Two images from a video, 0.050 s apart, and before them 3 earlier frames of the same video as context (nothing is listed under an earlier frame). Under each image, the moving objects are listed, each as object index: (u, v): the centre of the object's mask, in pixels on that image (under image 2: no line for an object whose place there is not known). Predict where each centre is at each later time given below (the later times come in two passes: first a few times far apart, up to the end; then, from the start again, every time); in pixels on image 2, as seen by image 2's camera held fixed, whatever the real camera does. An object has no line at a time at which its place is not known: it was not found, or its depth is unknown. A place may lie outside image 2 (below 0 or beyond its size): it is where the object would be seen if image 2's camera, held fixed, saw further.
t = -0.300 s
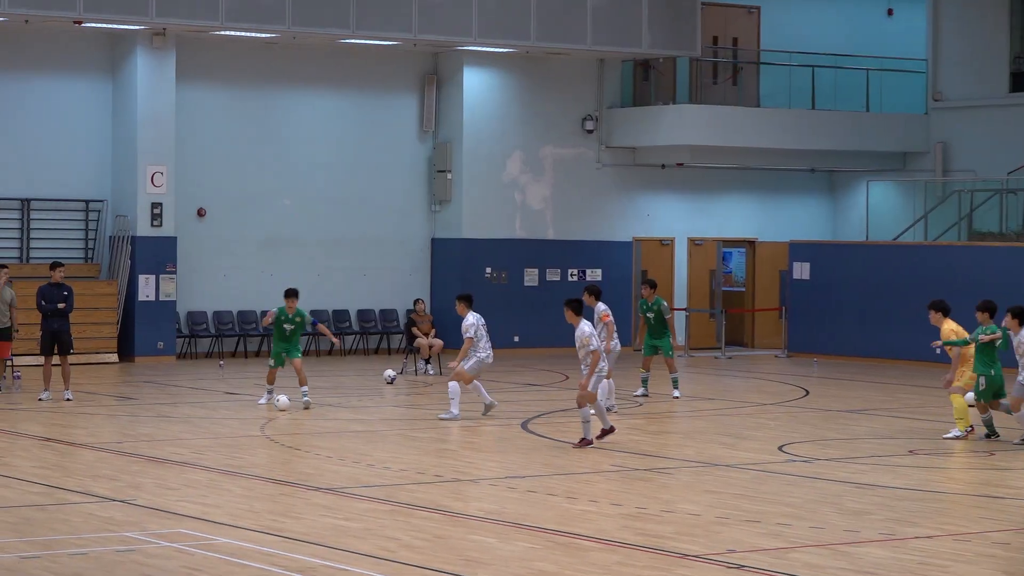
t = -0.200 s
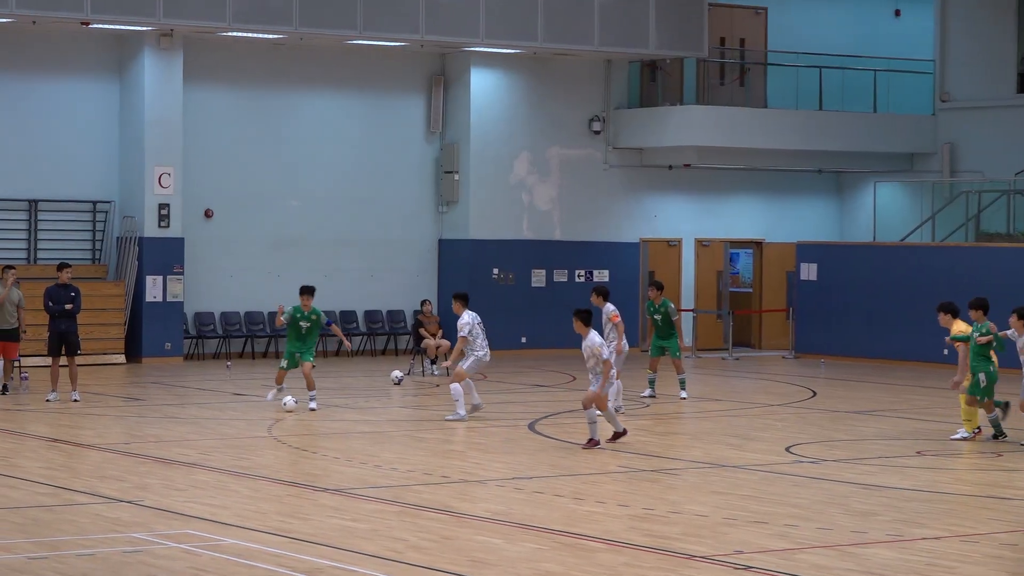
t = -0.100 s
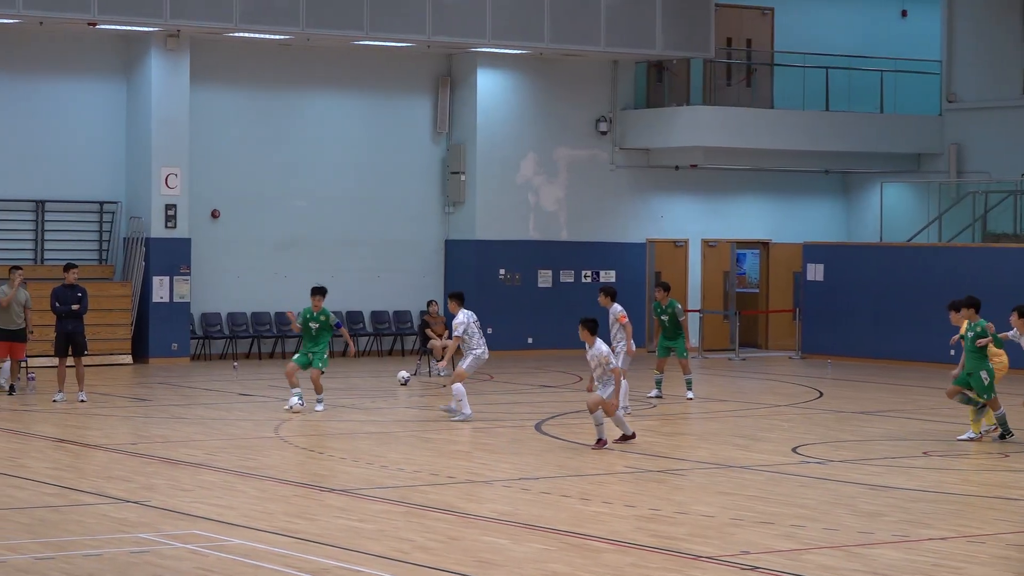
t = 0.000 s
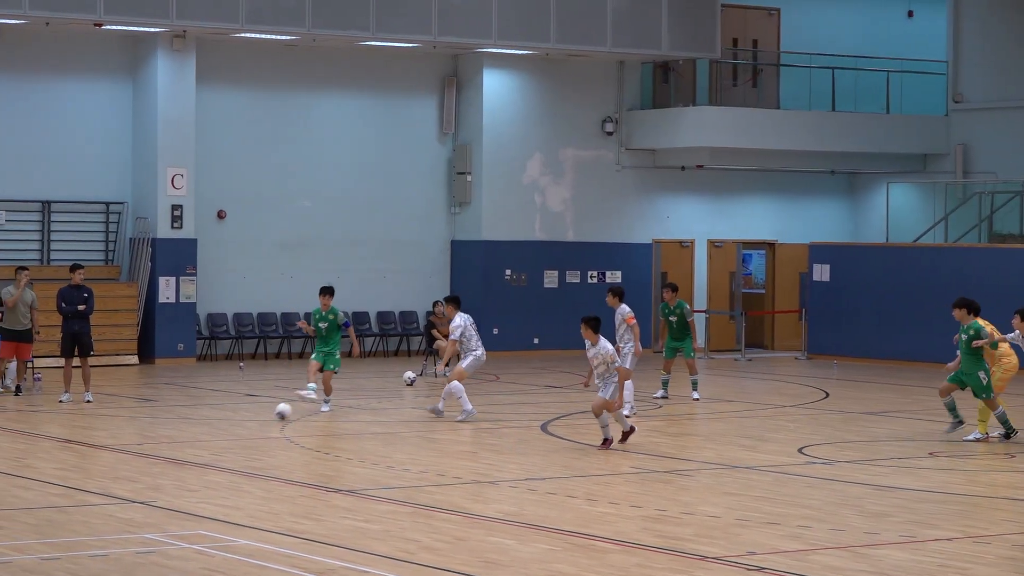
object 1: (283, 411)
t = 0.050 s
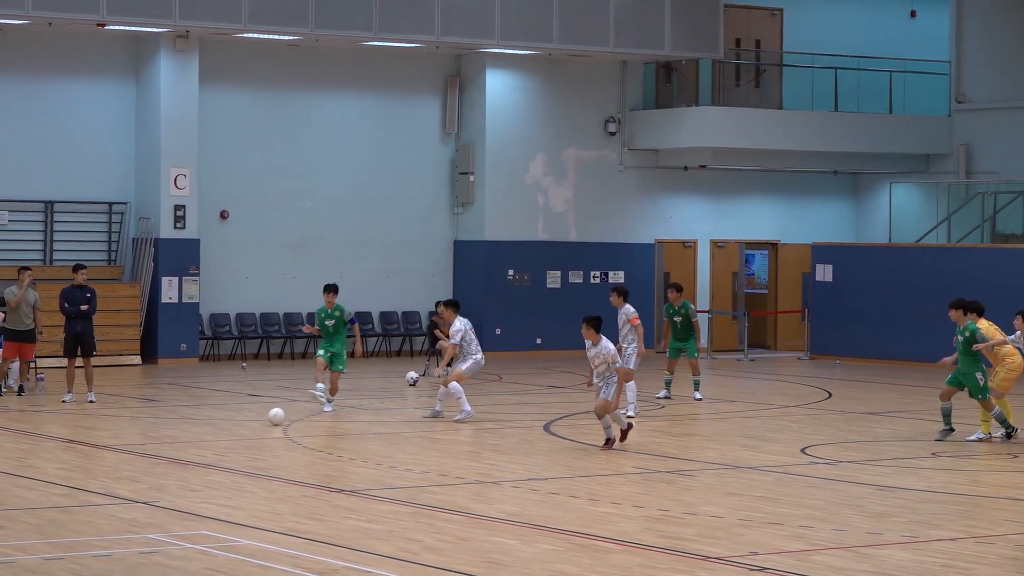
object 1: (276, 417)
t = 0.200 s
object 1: (246, 430)
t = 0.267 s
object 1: (232, 435)
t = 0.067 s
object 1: (273, 418)
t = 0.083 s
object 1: (270, 419)
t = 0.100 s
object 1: (267, 421)
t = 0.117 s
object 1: (263, 422)
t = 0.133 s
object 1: (260, 424)
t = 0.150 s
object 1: (256, 425)
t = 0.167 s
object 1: (253, 427)
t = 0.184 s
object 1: (249, 428)
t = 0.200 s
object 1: (246, 430)
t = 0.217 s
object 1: (242, 431)
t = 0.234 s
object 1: (239, 432)
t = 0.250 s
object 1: (235, 434)
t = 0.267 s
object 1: (232, 435)
